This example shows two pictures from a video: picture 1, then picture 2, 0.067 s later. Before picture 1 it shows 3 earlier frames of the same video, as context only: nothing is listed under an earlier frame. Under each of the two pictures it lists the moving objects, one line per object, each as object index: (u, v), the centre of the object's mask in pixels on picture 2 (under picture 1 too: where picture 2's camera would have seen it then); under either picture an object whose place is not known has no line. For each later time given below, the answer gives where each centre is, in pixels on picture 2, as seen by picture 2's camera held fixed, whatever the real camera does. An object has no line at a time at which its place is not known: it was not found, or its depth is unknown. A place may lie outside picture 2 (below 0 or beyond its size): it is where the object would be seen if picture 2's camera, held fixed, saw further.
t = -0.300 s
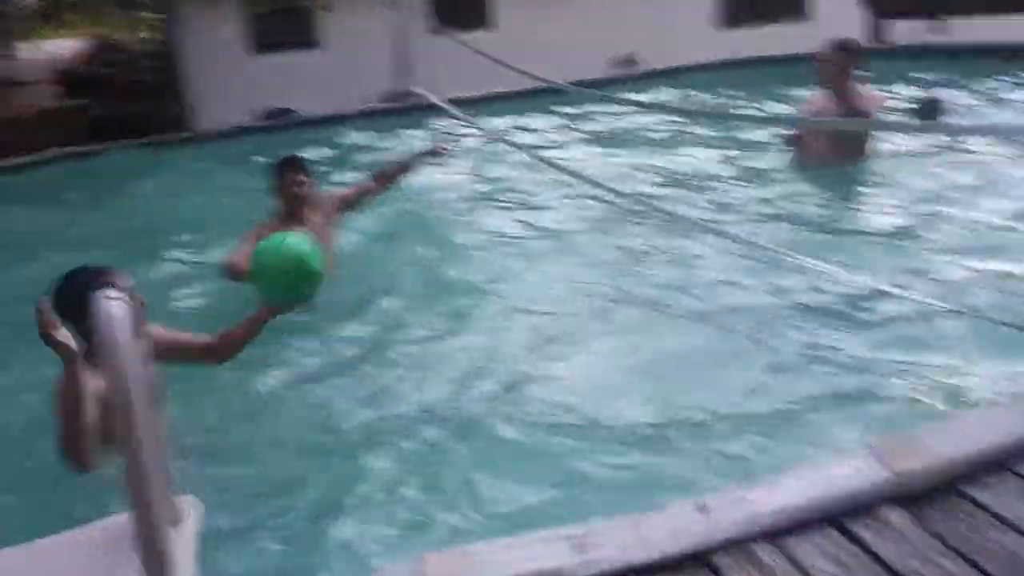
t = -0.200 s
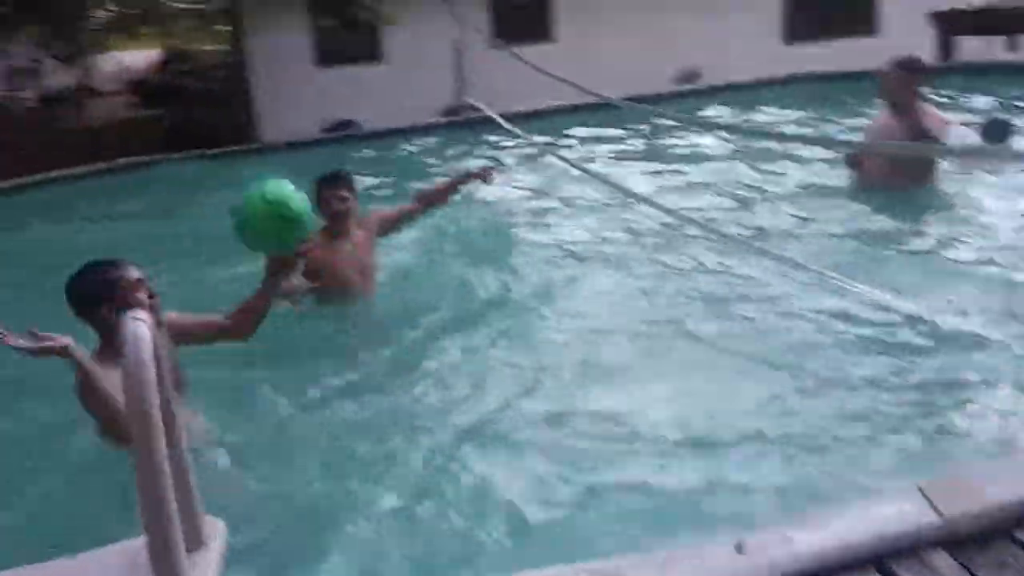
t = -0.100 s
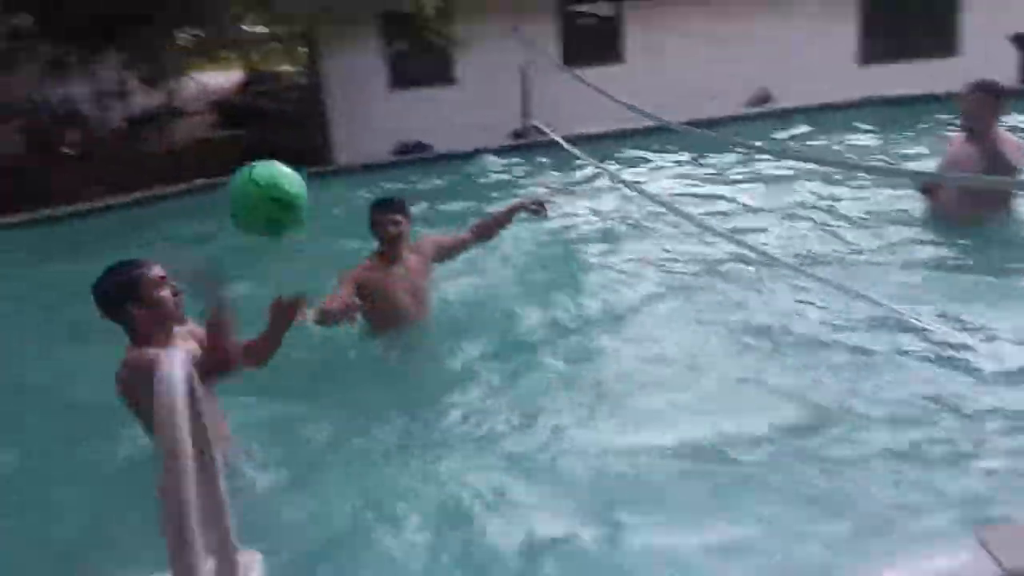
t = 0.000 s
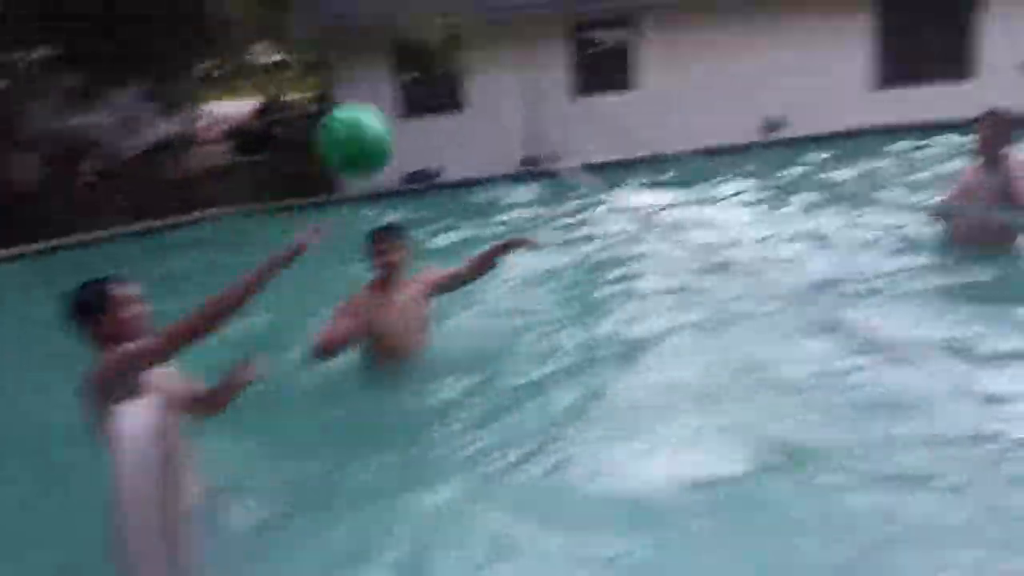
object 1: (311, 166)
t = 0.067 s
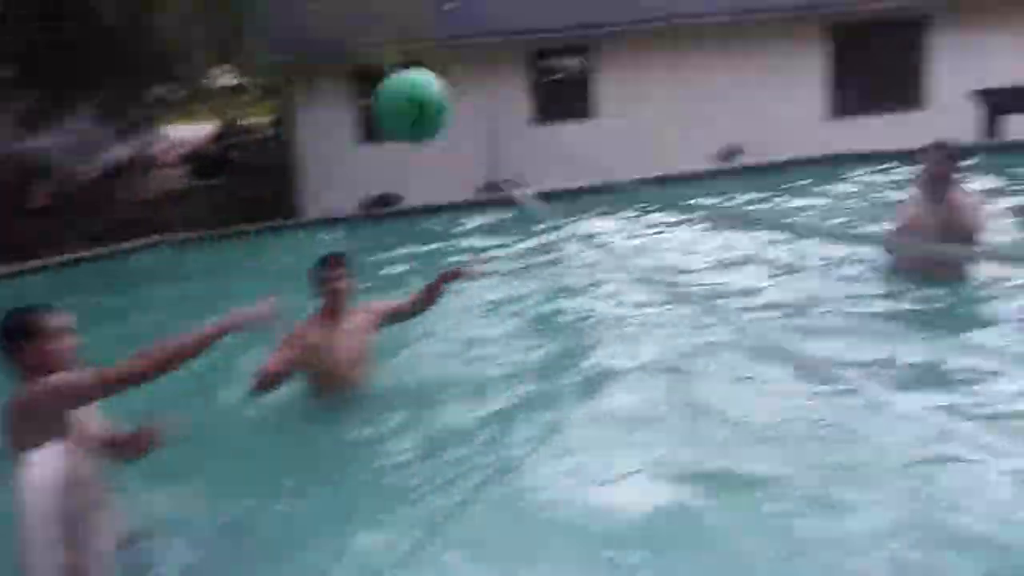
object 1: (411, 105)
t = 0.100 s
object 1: (461, 83)
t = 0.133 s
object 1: (508, 63)
